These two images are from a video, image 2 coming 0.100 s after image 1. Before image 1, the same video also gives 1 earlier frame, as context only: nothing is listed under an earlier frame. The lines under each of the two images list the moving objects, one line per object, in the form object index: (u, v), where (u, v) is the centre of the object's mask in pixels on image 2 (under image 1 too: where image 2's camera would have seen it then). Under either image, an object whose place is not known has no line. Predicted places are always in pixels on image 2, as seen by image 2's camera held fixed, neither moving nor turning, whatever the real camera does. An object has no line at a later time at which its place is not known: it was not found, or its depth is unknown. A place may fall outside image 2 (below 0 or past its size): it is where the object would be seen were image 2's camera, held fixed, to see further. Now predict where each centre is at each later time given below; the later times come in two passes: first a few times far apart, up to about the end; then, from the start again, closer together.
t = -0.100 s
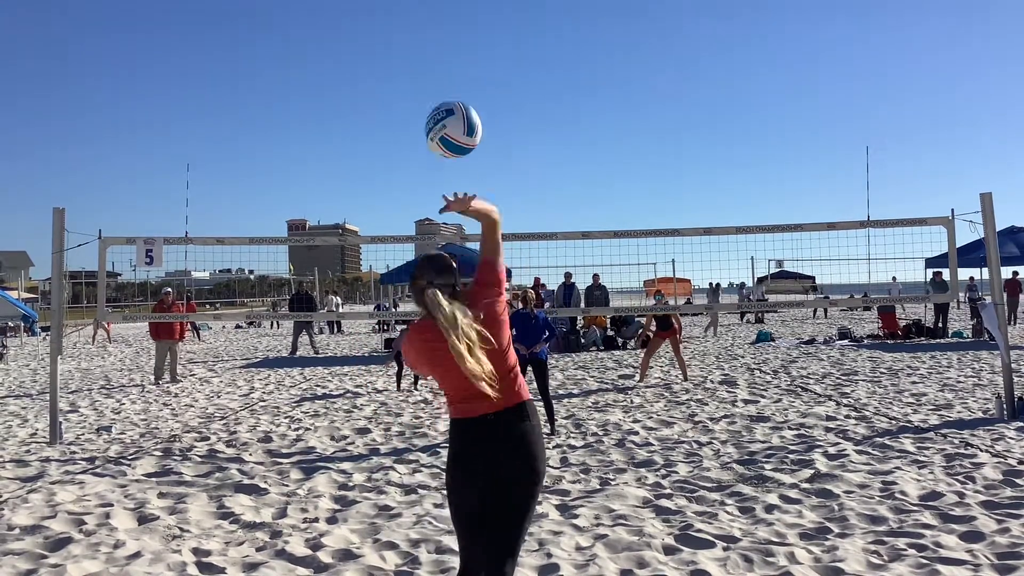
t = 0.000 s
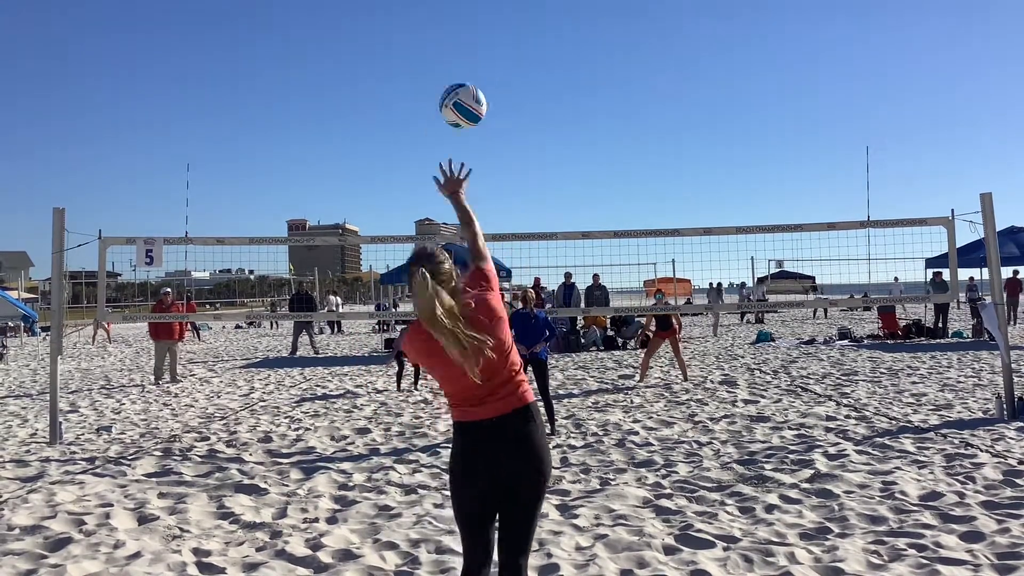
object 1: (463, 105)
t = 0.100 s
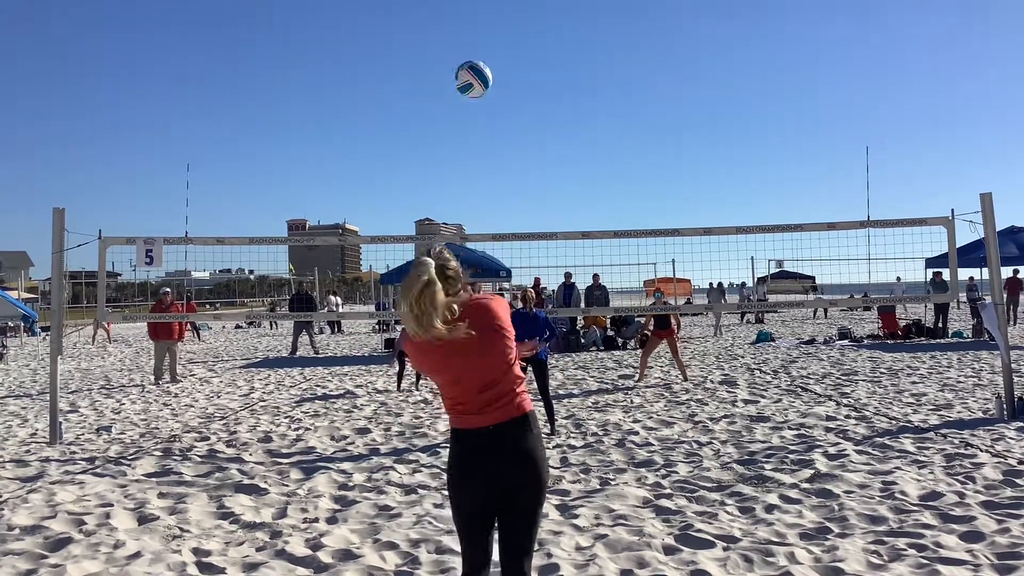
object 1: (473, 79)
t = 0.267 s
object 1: (488, 80)
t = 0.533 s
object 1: (510, 144)
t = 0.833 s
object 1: (533, 255)
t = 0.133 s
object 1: (476, 75)
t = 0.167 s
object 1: (479, 74)
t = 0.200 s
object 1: (482, 75)
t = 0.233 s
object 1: (486, 77)
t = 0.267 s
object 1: (488, 80)
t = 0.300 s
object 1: (492, 85)
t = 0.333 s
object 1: (494, 90)
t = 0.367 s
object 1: (497, 97)
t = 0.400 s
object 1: (499, 104)
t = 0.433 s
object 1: (502, 114)
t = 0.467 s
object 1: (505, 122)
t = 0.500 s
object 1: (507, 133)
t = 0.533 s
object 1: (510, 144)
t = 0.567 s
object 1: (512, 155)
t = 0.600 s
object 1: (515, 166)
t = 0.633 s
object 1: (518, 178)
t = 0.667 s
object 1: (521, 190)
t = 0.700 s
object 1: (523, 203)
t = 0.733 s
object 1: (526, 216)
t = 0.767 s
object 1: (528, 227)
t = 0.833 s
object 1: (533, 255)
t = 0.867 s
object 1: (535, 269)
